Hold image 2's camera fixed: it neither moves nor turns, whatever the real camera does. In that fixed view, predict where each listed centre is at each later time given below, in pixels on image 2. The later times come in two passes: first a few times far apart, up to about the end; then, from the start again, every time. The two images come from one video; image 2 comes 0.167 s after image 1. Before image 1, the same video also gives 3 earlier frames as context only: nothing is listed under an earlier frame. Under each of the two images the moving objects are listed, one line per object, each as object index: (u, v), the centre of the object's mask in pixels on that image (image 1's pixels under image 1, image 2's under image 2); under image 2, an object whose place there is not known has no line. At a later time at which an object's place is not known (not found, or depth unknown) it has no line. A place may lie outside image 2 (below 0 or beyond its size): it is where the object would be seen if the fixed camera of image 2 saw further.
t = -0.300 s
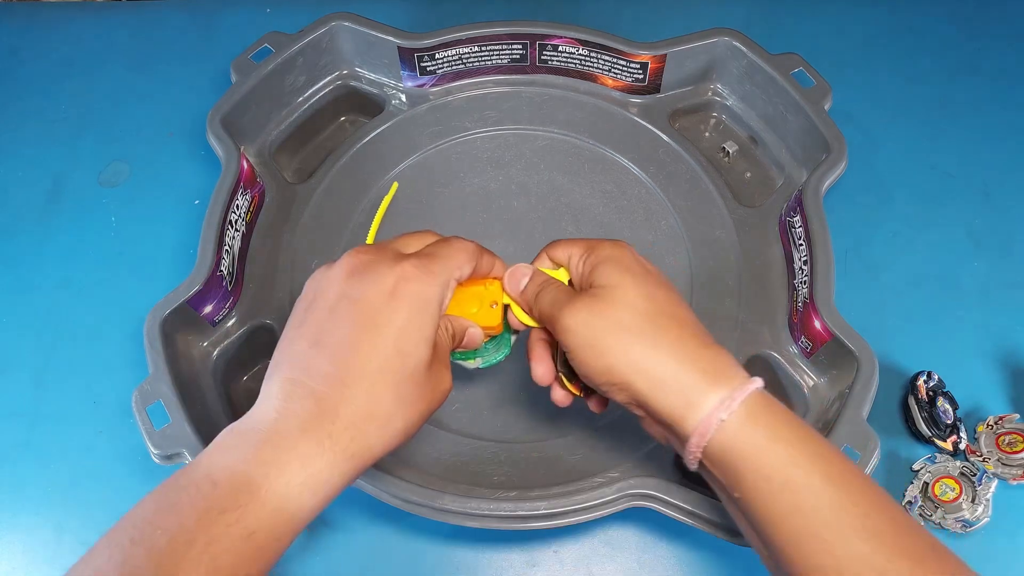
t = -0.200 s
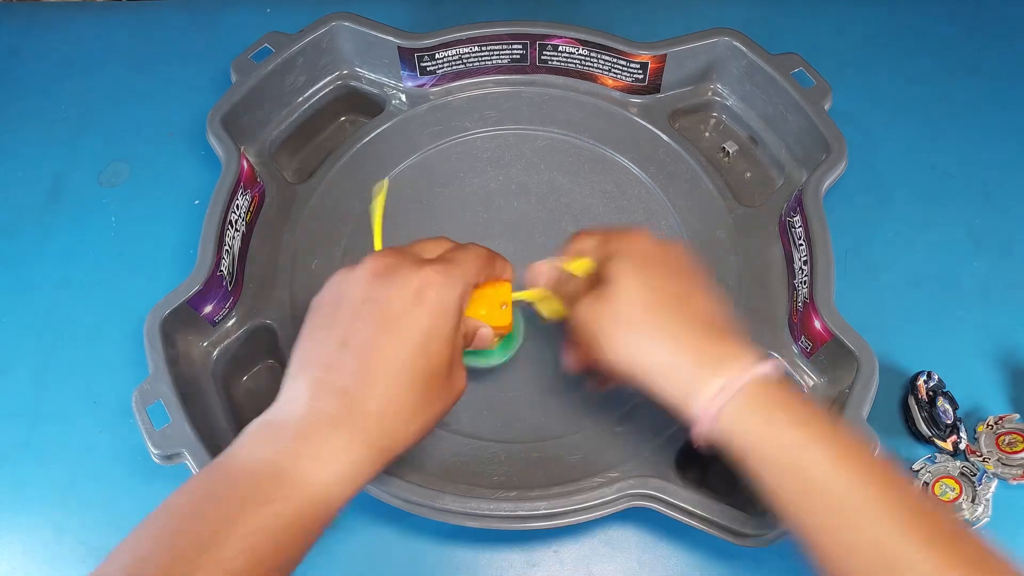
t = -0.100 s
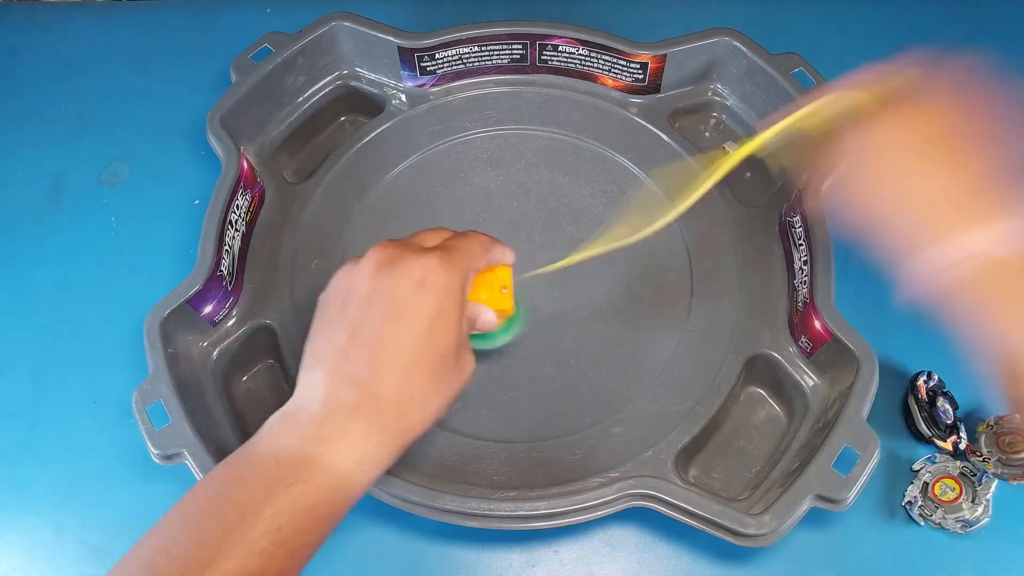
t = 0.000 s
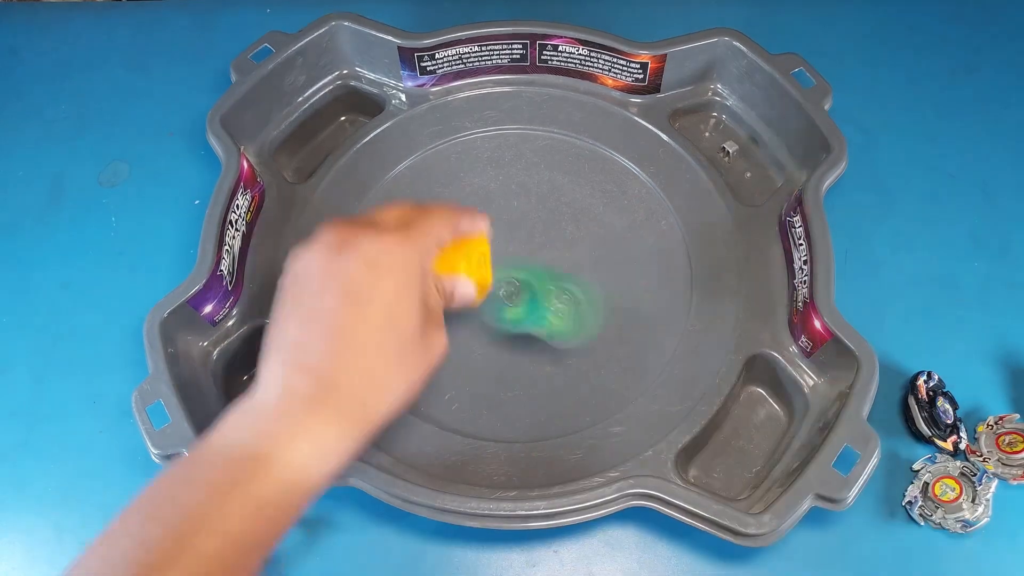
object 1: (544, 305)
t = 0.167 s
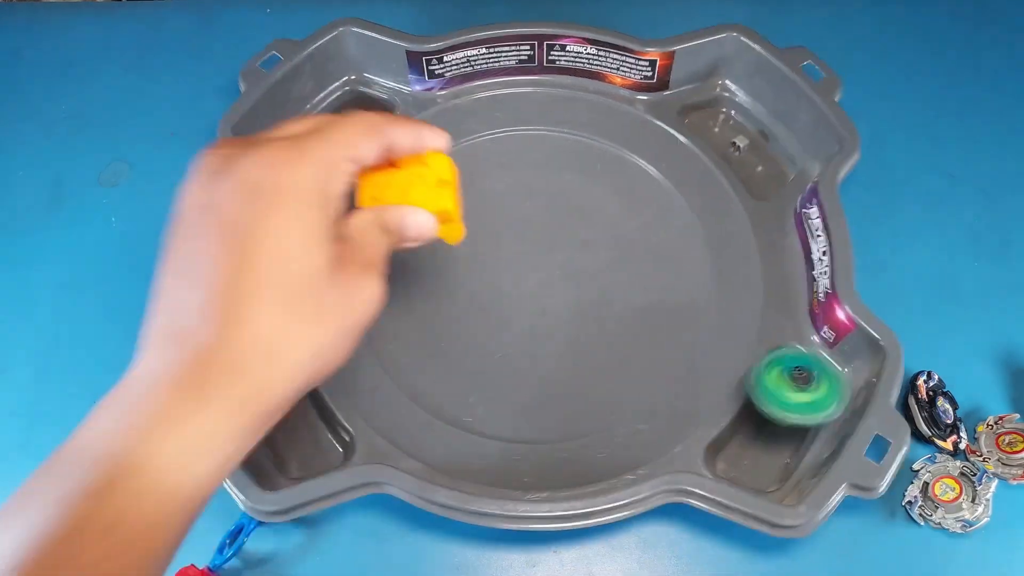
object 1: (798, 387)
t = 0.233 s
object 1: (739, 417)
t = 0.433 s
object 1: (643, 288)
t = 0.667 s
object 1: (555, 167)
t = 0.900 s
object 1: (551, 177)
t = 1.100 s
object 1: (560, 224)
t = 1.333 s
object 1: (541, 293)
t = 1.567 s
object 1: (491, 299)
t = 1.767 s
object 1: (475, 272)
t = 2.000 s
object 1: (504, 251)
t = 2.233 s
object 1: (545, 268)
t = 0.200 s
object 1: (775, 397)
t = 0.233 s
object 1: (739, 417)
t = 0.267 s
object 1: (707, 434)
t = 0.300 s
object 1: (697, 408)
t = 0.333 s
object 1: (690, 379)
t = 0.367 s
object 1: (679, 352)
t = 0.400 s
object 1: (662, 320)
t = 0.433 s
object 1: (643, 288)
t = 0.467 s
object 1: (625, 259)
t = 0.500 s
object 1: (607, 234)
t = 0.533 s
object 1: (591, 211)
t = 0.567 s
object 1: (577, 195)
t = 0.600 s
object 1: (565, 181)
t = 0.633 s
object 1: (558, 173)
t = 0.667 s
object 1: (555, 167)
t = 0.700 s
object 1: (553, 164)
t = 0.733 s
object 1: (552, 163)
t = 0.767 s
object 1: (553, 164)
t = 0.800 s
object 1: (553, 166)
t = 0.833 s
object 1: (552, 169)
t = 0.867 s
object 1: (552, 171)
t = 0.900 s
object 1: (551, 177)
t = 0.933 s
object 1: (552, 184)
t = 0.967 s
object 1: (553, 190)
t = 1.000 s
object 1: (553, 197)
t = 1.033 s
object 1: (556, 206)
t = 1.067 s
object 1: (559, 215)
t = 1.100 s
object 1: (560, 224)
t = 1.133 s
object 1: (562, 235)
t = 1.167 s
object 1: (563, 246)
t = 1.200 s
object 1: (561, 258)
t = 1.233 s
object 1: (556, 271)
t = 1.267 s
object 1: (552, 282)
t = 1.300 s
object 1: (547, 290)
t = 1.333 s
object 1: (541, 293)
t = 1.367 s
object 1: (535, 296)
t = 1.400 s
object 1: (528, 300)
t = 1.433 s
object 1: (520, 302)
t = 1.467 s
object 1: (512, 303)
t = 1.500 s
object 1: (505, 302)
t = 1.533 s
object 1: (498, 301)
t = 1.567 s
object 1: (491, 299)
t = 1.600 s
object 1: (485, 295)
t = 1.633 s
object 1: (480, 291)
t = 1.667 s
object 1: (477, 287)
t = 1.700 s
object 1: (475, 282)
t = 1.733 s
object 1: (475, 278)
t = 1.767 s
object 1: (475, 272)
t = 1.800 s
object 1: (476, 268)
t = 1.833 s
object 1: (479, 263)
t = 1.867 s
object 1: (482, 259)
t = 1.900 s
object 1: (487, 256)
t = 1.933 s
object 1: (492, 253)
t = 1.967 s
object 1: (497, 251)
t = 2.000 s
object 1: (504, 251)
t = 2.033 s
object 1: (510, 250)
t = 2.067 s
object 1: (517, 252)
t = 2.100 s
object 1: (523, 254)
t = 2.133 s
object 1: (530, 256)
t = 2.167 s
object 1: (536, 259)
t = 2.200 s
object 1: (541, 263)
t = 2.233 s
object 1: (545, 268)
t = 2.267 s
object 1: (548, 274)
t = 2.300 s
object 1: (551, 279)
